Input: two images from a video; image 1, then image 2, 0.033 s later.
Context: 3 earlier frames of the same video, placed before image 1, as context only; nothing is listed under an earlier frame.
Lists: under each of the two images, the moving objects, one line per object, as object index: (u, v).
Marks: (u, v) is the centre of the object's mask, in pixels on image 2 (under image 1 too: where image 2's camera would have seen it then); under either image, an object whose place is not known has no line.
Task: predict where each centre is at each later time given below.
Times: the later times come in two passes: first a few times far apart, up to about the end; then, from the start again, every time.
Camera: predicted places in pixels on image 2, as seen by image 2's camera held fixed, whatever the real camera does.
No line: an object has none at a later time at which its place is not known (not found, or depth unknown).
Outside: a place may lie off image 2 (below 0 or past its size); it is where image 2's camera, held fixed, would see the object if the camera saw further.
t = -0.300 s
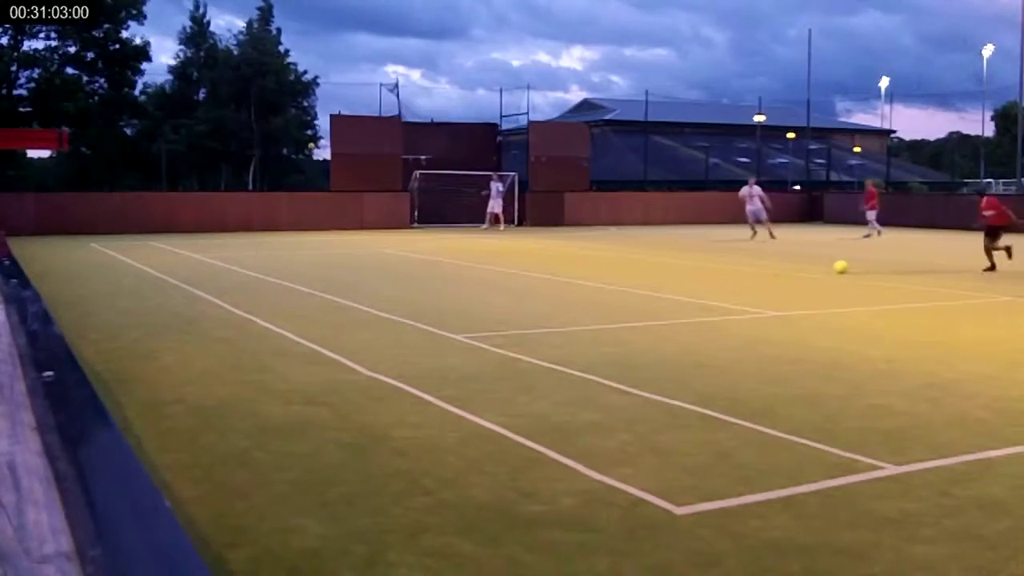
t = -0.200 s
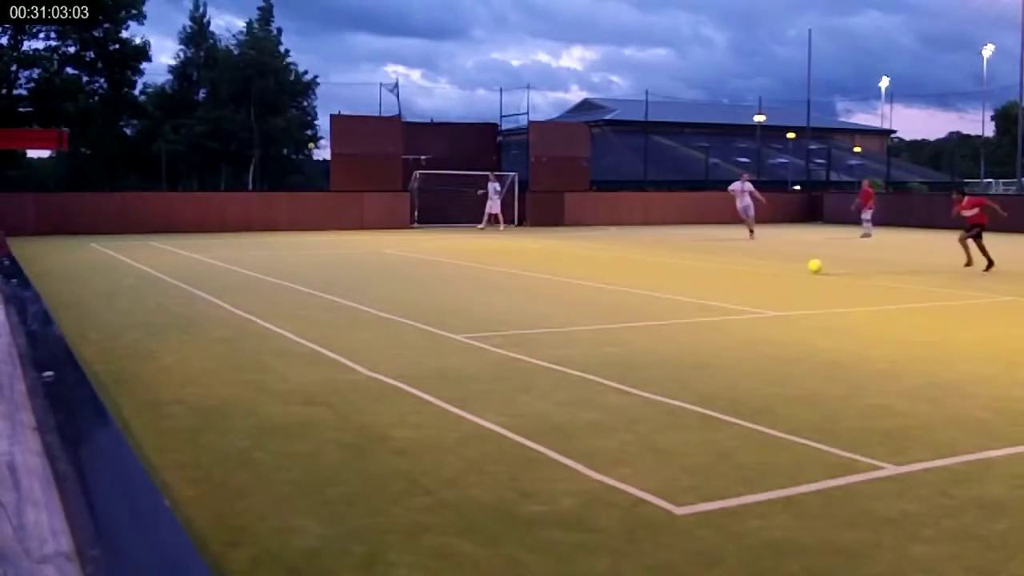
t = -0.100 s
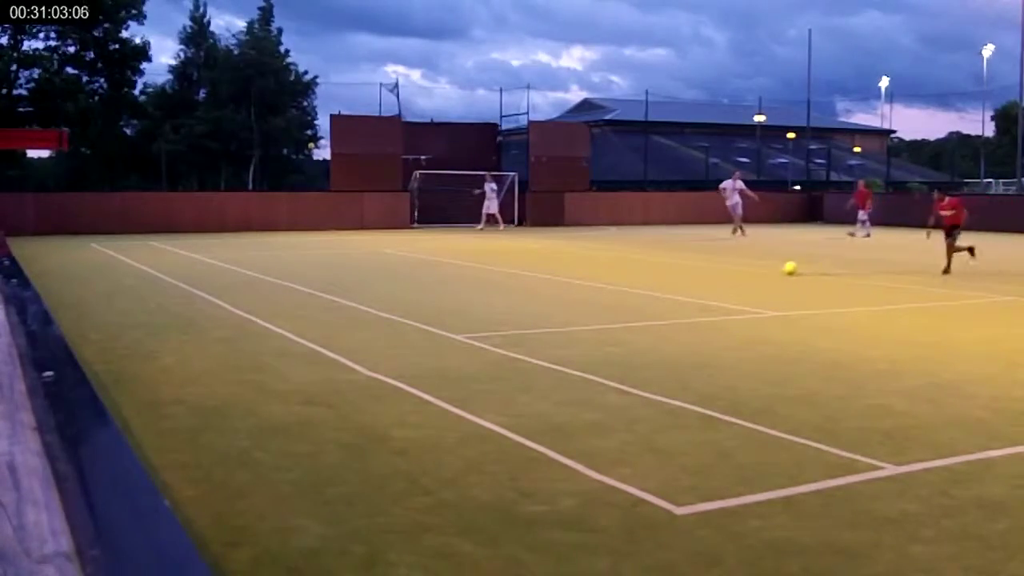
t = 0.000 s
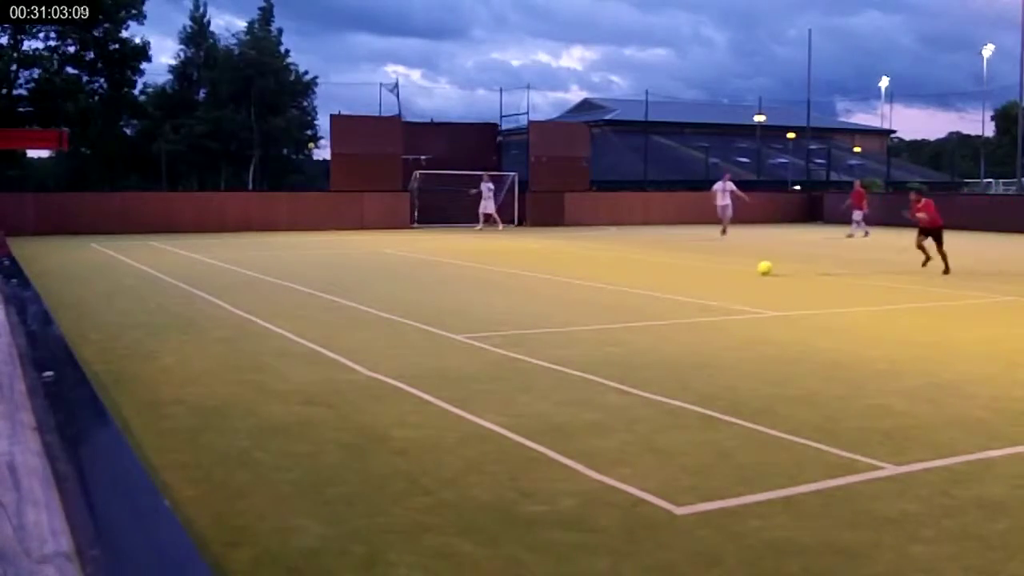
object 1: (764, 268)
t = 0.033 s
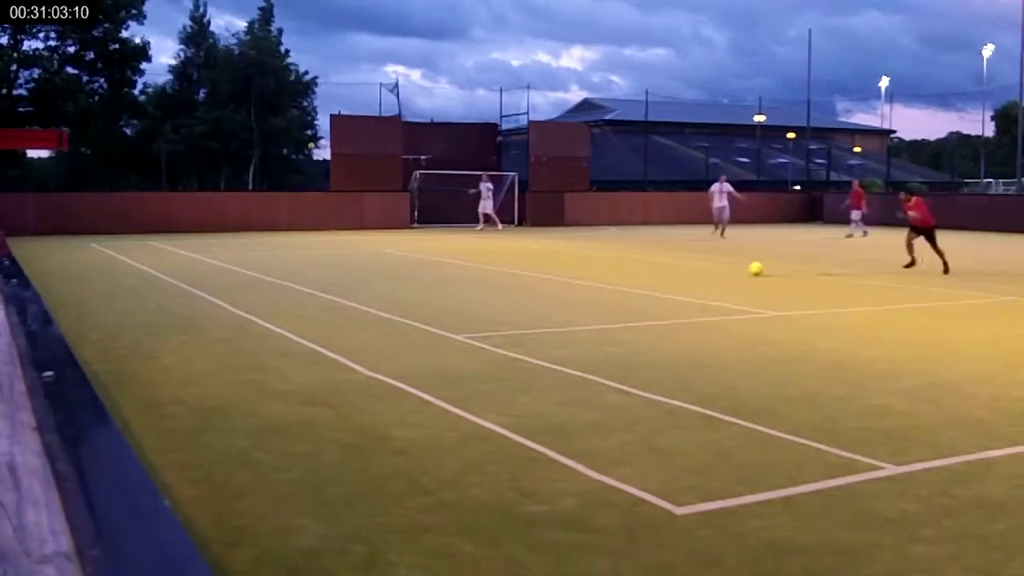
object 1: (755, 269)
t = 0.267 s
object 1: (696, 267)
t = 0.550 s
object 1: (625, 270)
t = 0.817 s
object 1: (559, 268)
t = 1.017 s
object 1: (510, 269)
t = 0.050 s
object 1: (751, 269)
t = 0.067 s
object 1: (746, 268)
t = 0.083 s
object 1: (742, 268)
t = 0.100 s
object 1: (738, 268)
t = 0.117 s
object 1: (733, 268)
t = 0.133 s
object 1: (729, 268)
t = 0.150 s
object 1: (725, 269)
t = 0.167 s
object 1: (722, 269)
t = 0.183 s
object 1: (717, 268)
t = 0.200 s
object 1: (712, 268)
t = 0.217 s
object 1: (708, 268)
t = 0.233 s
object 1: (703, 267)
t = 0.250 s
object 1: (700, 267)
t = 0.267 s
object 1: (696, 267)
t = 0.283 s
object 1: (691, 267)
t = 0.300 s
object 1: (687, 269)
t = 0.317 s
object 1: (683, 269)
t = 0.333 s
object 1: (678, 269)
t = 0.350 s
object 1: (675, 268)
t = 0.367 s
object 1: (671, 268)
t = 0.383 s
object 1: (666, 266)
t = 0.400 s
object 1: (663, 266)
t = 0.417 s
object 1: (659, 265)
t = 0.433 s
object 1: (654, 265)
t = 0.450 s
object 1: (650, 266)
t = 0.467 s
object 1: (646, 266)
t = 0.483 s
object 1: (641, 267)
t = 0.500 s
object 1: (638, 268)
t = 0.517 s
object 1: (633, 269)
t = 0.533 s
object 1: (629, 270)
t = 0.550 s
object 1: (625, 270)
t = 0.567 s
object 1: (620, 269)
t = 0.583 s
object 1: (616, 268)
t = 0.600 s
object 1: (612, 268)
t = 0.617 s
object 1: (608, 268)
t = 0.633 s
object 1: (604, 267)
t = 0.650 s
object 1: (600, 267)
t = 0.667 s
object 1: (596, 267)
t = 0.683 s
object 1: (592, 268)
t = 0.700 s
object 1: (588, 268)
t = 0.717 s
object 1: (583, 269)
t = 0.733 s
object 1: (579, 270)
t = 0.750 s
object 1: (576, 270)
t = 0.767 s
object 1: (571, 270)
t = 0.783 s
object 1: (567, 269)
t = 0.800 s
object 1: (563, 269)
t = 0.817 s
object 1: (559, 268)
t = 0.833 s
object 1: (555, 268)
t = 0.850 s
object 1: (551, 268)
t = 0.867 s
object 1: (546, 268)
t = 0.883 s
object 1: (543, 268)
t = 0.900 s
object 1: (540, 268)
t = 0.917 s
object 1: (535, 269)
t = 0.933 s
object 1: (530, 271)
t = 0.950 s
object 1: (527, 271)
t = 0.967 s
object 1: (522, 271)
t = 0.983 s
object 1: (519, 270)
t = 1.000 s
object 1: (515, 270)
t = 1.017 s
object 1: (510, 269)
